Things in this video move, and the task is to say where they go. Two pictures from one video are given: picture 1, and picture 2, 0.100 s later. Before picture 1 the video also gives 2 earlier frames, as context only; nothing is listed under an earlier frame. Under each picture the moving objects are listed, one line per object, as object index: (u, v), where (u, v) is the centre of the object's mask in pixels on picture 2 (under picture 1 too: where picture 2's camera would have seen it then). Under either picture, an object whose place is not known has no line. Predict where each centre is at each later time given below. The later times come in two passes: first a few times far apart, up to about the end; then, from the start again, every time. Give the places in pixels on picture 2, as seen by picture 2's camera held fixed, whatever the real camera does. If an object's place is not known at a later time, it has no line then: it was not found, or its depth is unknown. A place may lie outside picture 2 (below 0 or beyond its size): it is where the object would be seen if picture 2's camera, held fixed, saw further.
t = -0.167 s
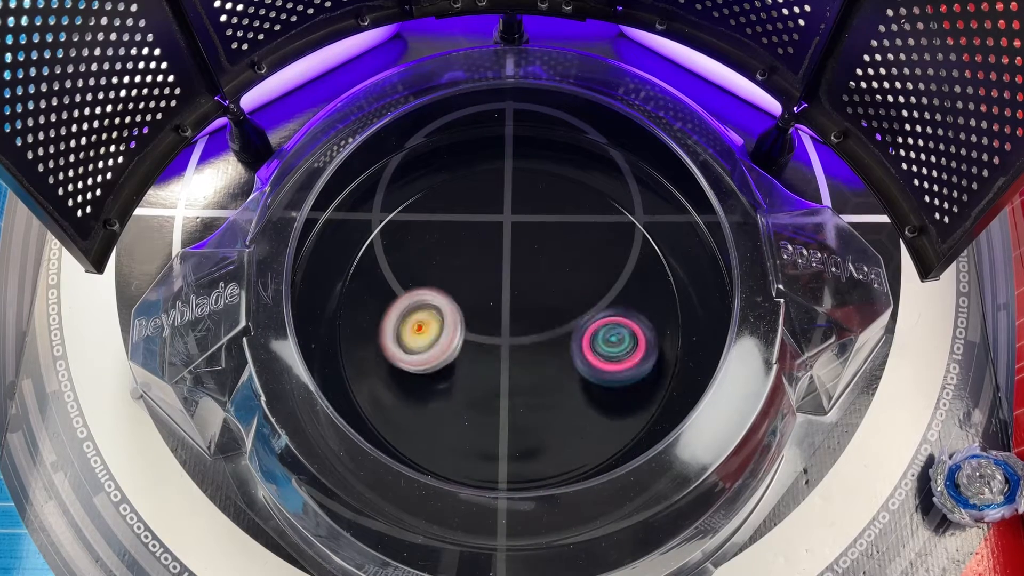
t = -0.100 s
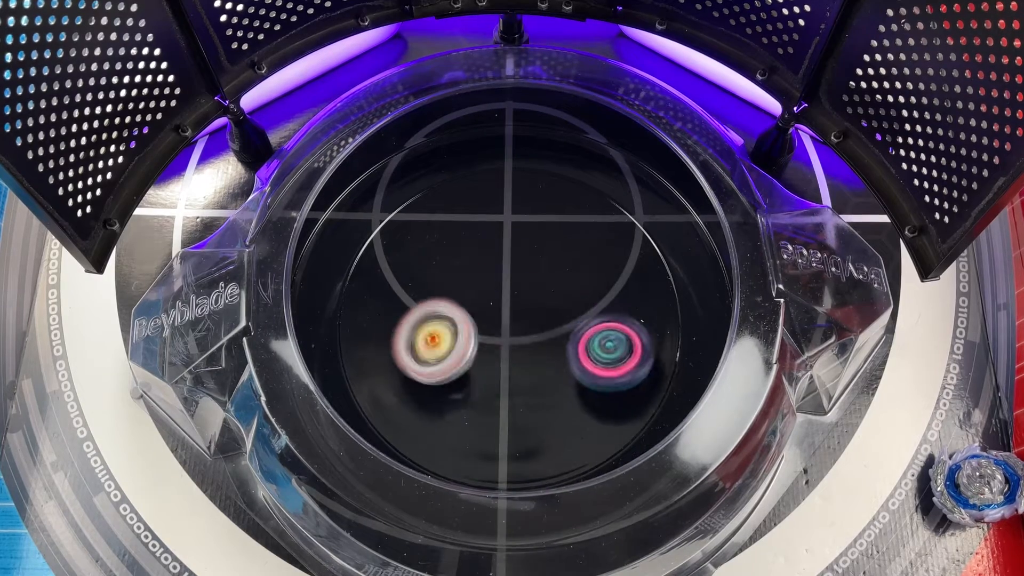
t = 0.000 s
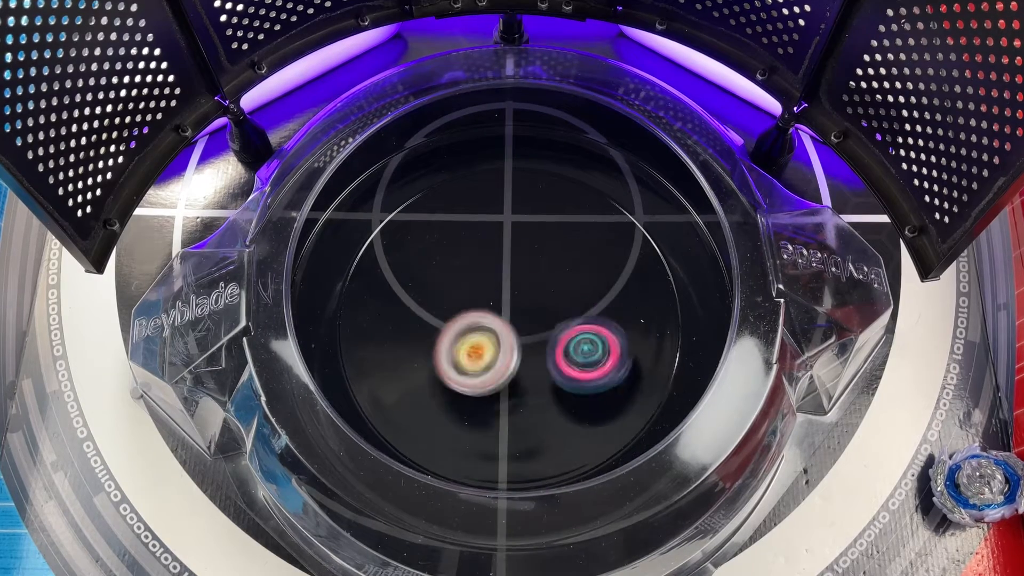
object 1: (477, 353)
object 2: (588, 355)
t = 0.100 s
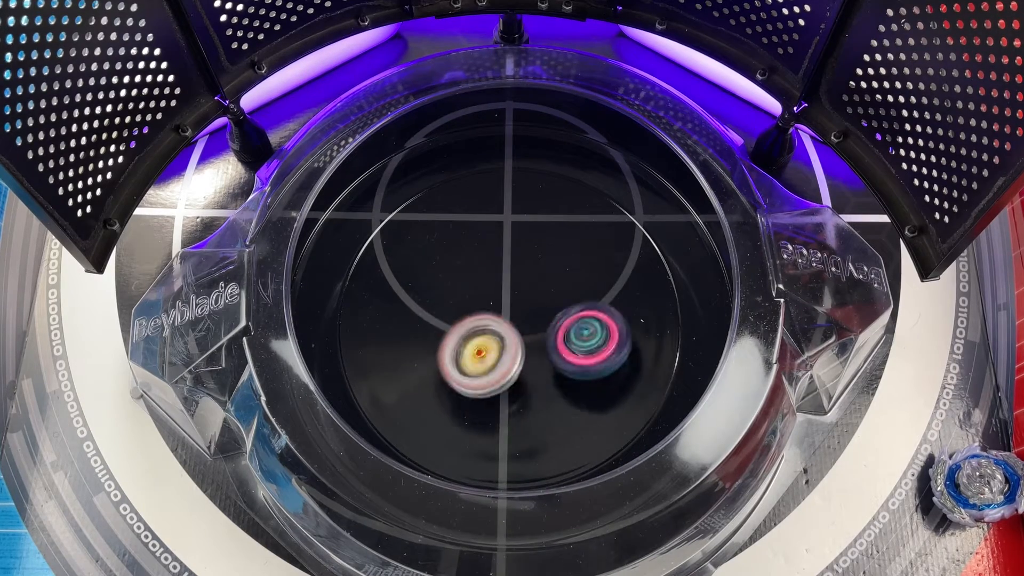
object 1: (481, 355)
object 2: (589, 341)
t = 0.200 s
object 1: (470, 349)
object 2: (584, 325)
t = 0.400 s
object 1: (457, 329)
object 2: (556, 285)
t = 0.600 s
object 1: (450, 332)
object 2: (547, 257)
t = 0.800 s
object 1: (450, 388)
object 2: (559, 205)
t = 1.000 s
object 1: (403, 475)
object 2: (578, 143)
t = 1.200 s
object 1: (394, 455)
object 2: (535, 139)
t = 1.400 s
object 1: (405, 381)
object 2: (482, 140)
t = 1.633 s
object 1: (521, 258)
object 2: (430, 168)
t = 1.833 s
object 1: (582, 210)
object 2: (416, 223)
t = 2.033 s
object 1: (527, 261)
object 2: (485, 321)
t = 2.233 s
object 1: (482, 286)
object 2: (526, 413)
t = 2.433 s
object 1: (473, 317)
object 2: (535, 395)
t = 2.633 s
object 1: (494, 271)
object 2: (539, 371)
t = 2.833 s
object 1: (506, 218)
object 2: (541, 364)
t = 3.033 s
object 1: (493, 172)
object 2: (535, 399)
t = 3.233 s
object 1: (503, 255)
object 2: (503, 355)
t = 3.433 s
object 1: (554, 237)
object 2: (447, 447)
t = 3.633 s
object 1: (562, 278)
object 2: (439, 436)
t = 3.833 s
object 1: (570, 311)
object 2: (411, 374)
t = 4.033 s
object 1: (597, 294)
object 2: (386, 328)
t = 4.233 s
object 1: (530, 339)
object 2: (450, 281)
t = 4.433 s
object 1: (579, 421)
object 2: (423, 170)
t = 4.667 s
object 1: (525, 368)
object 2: (421, 146)
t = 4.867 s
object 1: (486, 262)
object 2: (411, 151)
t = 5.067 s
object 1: (489, 231)
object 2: (409, 164)
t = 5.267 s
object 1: (529, 281)
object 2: (428, 182)
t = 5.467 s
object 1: (551, 361)
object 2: (510, 262)
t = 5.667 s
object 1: (540, 391)
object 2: (558, 317)
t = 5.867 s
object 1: (505, 369)
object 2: (543, 300)
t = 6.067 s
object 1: (482, 339)
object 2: (514, 274)
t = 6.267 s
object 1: (486, 340)
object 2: (496, 272)
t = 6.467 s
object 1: (511, 357)
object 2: (493, 278)
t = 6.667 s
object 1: (526, 357)
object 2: (502, 282)
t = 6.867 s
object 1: (518, 352)
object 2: (510, 278)
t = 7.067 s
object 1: (509, 349)
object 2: (508, 278)
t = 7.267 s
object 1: (523, 353)
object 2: (505, 279)
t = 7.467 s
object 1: (534, 352)
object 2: (506, 282)
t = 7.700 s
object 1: (522, 351)
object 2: (514, 280)
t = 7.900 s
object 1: (509, 358)
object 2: (504, 285)
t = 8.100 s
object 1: (512, 352)
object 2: (505, 289)
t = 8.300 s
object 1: (477, 347)
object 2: (513, 286)
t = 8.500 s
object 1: (476, 345)
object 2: (514, 290)
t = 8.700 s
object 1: (479, 347)
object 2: (514, 289)
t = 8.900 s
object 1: (481, 346)
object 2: (515, 289)
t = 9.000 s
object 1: (481, 346)
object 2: (515, 289)
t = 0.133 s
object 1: (476, 355)
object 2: (590, 335)
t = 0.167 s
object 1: (472, 353)
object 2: (588, 331)
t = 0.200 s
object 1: (470, 349)
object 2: (584, 325)
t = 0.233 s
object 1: (469, 345)
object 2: (579, 320)
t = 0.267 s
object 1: (469, 340)
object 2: (572, 316)
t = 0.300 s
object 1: (470, 334)
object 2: (563, 312)
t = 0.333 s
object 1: (474, 328)
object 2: (553, 308)
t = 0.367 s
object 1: (468, 326)
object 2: (553, 297)
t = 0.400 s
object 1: (457, 329)
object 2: (556, 285)
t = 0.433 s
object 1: (450, 330)
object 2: (558, 275)
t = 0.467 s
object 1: (445, 331)
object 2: (557, 268)
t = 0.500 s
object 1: (442, 332)
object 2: (556, 262)
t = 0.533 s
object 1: (442, 333)
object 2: (554, 259)
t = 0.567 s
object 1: (445, 333)
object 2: (551, 257)
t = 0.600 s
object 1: (450, 332)
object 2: (547, 257)
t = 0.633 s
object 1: (458, 330)
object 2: (542, 258)
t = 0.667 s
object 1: (466, 328)
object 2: (536, 262)
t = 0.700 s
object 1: (477, 325)
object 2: (529, 265)
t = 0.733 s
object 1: (478, 334)
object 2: (531, 260)
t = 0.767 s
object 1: (463, 363)
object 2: (546, 231)
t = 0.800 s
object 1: (450, 388)
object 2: (559, 205)
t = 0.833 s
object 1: (438, 412)
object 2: (568, 186)
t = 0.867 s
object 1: (428, 429)
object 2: (575, 174)
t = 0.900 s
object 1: (420, 443)
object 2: (579, 166)
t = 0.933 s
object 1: (415, 456)
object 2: (580, 158)
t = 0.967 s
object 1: (410, 466)
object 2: (580, 150)
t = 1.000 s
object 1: (403, 475)
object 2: (578, 143)
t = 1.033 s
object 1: (397, 482)
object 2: (574, 137)
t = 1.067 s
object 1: (392, 484)
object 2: (568, 138)
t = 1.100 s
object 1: (392, 479)
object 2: (560, 139)
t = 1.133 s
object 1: (393, 471)
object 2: (552, 140)
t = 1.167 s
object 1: (393, 464)
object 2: (544, 140)
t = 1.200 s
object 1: (394, 455)
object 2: (535, 139)
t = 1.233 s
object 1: (393, 445)
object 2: (526, 139)
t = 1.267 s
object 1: (392, 434)
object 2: (517, 139)
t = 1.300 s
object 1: (391, 423)
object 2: (508, 138)
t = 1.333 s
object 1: (392, 410)
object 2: (499, 138)
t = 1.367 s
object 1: (396, 396)
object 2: (491, 139)
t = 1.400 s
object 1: (405, 381)
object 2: (482, 140)
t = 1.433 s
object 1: (415, 365)
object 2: (473, 143)
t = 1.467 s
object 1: (429, 348)
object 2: (465, 145)
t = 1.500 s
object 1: (445, 330)
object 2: (457, 149)
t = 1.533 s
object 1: (462, 312)
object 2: (450, 153)
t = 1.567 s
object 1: (482, 292)
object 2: (442, 158)
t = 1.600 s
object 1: (501, 275)
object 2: (436, 163)
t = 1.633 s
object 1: (521, 258)
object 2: (430, 168)
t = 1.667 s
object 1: (539, 244)
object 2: (423, 175)
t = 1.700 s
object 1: (555, 232)
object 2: (418, 182)
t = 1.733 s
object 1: (566, 222)
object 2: (413, 189)
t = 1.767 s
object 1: (575, 215)
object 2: (412, 198)
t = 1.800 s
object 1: (581, 211)
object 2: (413, 210)
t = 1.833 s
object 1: (582, 210)
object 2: (416, 223)
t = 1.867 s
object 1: (580, 212)
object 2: (424, 237)
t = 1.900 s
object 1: (575, 216)
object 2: (432, 253)
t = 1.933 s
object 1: (567, 224)
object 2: (443, 269)
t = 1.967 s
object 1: (555, 234)
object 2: (455, 285)
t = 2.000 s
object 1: (542, 247)
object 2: (468, 303)
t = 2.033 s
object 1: (527, 261)
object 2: (485, 321)
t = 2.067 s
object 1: (517, 265)
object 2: (494, 343)
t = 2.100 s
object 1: (511, 269)
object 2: (502, 366)
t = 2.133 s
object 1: (503, 272)
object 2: (509, 385)
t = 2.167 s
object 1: (496, 276)
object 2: (516, 398)
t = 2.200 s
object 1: (488, 281)
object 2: (521, 407)
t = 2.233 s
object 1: (482, 286)
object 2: (526, 413)
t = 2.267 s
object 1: (476, 292)
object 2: (528, 414)
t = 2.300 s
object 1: (472, 298)
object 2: (531, 413)
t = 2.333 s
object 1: (469, 303)
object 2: (532, 411)
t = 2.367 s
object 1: (469, 309)
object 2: (533, 407)
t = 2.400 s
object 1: (470, 313)
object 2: (534, 402)
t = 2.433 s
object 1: (473, 317)
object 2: (535, 395)
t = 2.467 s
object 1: (477, 319)
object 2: (534, 386)
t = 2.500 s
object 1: (480, 314)
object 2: (535, 383)
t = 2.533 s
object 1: (482, 302)
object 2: (537, 383)
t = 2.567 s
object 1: (486, 290)
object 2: (538, 381)
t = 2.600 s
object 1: (490, 280)
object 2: (539, 377)
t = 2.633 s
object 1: (494, 271)
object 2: (539, 371)
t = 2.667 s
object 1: (499, 264)
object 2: (537, 364)
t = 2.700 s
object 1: (504, 260)
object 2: (536, 356)
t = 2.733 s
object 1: (509, 257)
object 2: (534, 348)
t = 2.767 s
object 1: (514, 256)
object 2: (531, 339)
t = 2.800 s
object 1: (510, 241)
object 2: (535, 346)
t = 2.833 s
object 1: (506, 218)
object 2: (541, 364)
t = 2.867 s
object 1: (502, 198)
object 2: (545, 379)
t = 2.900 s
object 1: (498, 184)
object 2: (546, 388)
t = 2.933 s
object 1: (494, 174)
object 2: (546, 396)
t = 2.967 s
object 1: (493, 170)
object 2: (544, 400)
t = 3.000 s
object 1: (492, 169)
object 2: (540, 400)
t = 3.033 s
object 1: (493, 172)
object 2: (535, 399)
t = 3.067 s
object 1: (493, 178)
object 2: (530, 395)
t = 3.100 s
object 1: (494, 187)
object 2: (525, 390)
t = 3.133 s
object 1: (495, 199)
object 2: (519, 383)
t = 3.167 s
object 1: (497, 215)
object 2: (513, 375)
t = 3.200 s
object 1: (499, 233)
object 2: (507, 365)
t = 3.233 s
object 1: (503, 255)
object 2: (503, 355)
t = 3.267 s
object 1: (507, 270)
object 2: (497, 352)
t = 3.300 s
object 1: (518, 258)
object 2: (485, 377)
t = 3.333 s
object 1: (528, 251)
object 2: (473, 402)
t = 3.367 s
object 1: (540, 242)
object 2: (462, 423)
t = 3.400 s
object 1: (549, 237)
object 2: (453, 439)
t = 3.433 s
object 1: (554, 237)
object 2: (447, 447)
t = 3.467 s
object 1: (561, 240)
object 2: (441, 455)
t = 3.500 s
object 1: (567, 242)
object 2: (436, 459)
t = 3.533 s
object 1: (567, 248)
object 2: (435, 457)
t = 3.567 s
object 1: (567, 258)
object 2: (435, 451)
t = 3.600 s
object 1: (567, 269)
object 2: (438, 442)
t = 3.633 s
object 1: (562, 278)
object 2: (439, 436)
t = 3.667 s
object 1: (553, 292)
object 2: (444, 423)
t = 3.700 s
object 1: (545, 308)
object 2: (450, 409)
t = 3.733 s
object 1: (535, 318)
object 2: (458, 394)
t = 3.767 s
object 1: (527, 328)
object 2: (459, 380)
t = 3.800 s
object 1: (550, 320)
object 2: (433, 379)
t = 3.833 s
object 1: (570, 311)
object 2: (411, 374)
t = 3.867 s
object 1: (586, 303)
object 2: (393, 368)
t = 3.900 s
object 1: (597, 298)
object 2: (382, 360)
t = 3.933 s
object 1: (603, 293)
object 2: (376, 352)
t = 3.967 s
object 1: (605, 291)
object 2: (376, 343)
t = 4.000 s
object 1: (603, 292)
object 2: (380, 336)
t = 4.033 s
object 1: (597, 294)
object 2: (386, 328)
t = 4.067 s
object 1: (587, 298)
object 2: (396, 322)
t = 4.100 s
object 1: (576, 303)
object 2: (408, 315)
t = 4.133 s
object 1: (561, 308)
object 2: (422, 309)
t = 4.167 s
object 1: (545, 314)
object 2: (437, 304)
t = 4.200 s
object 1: (527, 319)
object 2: (453, 299)
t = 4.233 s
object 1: (530, 339)
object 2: (450, 281)
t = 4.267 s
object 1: (546, 357)
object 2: (437, 254)
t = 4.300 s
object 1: (560, 381)
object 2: (428, 231)
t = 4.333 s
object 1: (567, 394)
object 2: (421, 210)
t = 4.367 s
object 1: (578, 408)
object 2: (419, 192)
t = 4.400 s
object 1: (577, 419)
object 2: (420, 178)
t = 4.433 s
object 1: (579, 421)
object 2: (423, 170)
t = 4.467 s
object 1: (579, 428)
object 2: (425, 163)
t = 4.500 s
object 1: (571, 422)
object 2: (427, 157)
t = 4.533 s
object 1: (566, 418)
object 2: (427, 153)
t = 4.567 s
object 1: (555, 411)
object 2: (426, 149)
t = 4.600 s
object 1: (547, 396)
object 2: (424, 148)
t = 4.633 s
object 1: (538, 387)
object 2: (423, 147)
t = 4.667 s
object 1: (525, 368)
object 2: (421, 146)
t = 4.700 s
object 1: (517, 351)
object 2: (419, 145)
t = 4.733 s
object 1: (504, 334)
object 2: (418, 146)
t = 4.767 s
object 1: (499, 310)
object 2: (417, 147)
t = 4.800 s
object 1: (493, 296)
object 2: (415, 148)
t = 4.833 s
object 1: (487, 276)
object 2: (413, 150)
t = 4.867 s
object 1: (486, 262)
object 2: (411, 151)
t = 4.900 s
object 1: (479, 253)
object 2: (410, 153)
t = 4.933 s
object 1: (481, 241)
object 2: (409, 154)
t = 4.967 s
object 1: (482, 236)
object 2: (408, 156)
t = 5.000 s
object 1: (481, 231)
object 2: (407, 159)
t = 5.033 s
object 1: (488, 228)
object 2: (408, 162)
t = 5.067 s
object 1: (489, 231)
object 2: (409, 164)
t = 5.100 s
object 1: (495, 233)
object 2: (410, 167)
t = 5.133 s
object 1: (503, 239)
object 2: (412, 170)
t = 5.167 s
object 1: (508, 246)
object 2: (415, 172)
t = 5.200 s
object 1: (516, 256)
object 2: (418, 174)
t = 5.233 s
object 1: (523, 268)
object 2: (421, 178)
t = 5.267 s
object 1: (529, 281)
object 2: (428, 182)
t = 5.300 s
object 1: (535, 296)
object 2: (437, 191)
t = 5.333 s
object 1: (541, 312)
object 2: (449, 202)
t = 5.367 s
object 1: (545, 326)
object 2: (463, 214)
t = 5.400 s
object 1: (548, 340)
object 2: (478, 229)
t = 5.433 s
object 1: (551, 352)
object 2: (494, 245)
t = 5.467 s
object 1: (551, 361)
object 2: (510, 262)
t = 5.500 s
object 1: (551, 366)
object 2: (526, 280)
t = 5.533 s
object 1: (550, 370)
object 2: (540, 297)
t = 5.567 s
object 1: (549, 378)
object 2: (549, 305)
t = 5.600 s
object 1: (548, 385)
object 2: (555, 311)
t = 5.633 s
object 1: (544, 389)
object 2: (557, 315)
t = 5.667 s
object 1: (540, 391)
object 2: (558, 317)
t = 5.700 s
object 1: (536, 391)
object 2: (558, 317)
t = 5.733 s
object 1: (531, 387)
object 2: (557, 317)
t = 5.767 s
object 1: (525, 385)
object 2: (555, 312)
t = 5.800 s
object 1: (519, 382)
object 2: (552, 308)
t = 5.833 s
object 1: (513, 378)
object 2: (547, 303)
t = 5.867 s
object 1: (505, 369)
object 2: (543, 300)
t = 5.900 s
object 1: (501, 358)
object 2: (538, 297)
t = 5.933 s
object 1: (498, 356)
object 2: (533, 291)
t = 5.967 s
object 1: (491, 353)
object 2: (528, 283)
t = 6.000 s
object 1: (484, 348)
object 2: (523, 279)
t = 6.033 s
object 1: (486, 343)
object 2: (520, 274)
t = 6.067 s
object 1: (482, 339)
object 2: (514, 274)
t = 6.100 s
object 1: (484, 334)
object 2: (510, 273)
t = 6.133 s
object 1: (482, 332)
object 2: (507, 272)
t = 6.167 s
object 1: (483, 334)
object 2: (503, 270)
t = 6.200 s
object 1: (482, 337)
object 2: (500, 270)
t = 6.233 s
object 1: (482, 338)
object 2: (499, 271)
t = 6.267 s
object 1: (486, 340)
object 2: (496, 272)
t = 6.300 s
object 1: (487, 346)
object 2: (496, 272)
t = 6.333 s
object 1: (491, 349)
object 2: (495, 274)
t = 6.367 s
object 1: (493, 350)
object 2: (494, 277)
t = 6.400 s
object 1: (499, 351)
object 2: (494, 277)
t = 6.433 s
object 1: (504, 352)
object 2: (495, 280)
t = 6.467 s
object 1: (511, 357)
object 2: (493, 278)
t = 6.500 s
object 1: (517, 361)
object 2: (493, 279)
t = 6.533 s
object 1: (520, 362)
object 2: (494, 280)
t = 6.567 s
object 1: (521, 362)
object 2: (498, 282)
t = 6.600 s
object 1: (523, 358)
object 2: (499, 282)
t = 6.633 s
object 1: (523, 356)
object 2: (503, 285)
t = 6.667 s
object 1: (526, 357)
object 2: (502, 282)
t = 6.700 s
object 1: (523, 361)
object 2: (502, 281)
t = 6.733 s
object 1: (524, 360)
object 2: (504, 280)
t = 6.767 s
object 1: (522, 359)
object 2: (504, 281)
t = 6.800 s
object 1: (523, 357)
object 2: (506, 281)
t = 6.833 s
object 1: (518, 354)
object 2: (509, 280)
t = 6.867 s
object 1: (518, 352)
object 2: (510, 278)
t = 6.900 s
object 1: (516, 350)
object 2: (510, 276)
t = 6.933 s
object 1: (515, 354)
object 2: (509, 274)
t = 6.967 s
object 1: (509, 358)
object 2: (508, 273)
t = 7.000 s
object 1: (509, 354)
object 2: (508, 273)
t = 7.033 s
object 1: (508, 351)
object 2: (508, 275)
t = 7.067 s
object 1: (509, 349)
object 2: (508, 278)
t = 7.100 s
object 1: (511, 348)
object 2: (509, 279)
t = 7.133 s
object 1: (514, 350)
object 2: (509, 279)
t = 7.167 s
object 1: (516, 354)
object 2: (509, 279)
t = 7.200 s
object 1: (516, 353)
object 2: (508, 279)
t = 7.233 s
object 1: (518, 352)
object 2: (507, 280)
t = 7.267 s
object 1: (523, 353)
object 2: (505, 279)
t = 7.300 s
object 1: (525, 360)
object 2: (503, 279)
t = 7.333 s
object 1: (529, 358)
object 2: (502, 279)
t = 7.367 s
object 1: (532, 359)
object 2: (501, 280)
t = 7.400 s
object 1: (535, 355)
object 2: (502, 281)
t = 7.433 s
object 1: (535, 353)
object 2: (504, 283)
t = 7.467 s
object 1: (534, 352)
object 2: (506, 282)
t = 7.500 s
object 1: (536, 355)
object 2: (506, 277)
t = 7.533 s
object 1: (534, 358)
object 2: (504, 274)
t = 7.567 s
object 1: (531, 358)
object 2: (506, 274)
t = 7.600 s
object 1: (530, 354)
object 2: (508, 276)
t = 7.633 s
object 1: (527, 350)
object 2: (510, 277)
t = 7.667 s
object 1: (526, 349)
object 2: (513, 279)
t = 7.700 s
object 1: (522, 351)
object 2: (514, 280)
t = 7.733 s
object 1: (517, 349)
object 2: (513, 280)
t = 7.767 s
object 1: (516, 350)
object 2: (511, 279)
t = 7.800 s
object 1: (514, 354)
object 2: (510, 280)
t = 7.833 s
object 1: (512, 354)
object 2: (507, 282)
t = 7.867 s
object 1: (511, 356)
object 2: (505, 284)
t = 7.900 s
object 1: (509, 358)
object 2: (504, 285)
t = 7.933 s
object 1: (505, 359)
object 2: (505, 286)
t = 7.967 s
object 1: (505, 362)
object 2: (506, 284)
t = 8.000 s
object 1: (507, 363)
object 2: (506, 285)
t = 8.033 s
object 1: (510, 363)
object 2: (507, 286)
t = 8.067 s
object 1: (512, 359)
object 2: (506, 290)
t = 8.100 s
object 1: (512, 352)
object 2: (505, 289)
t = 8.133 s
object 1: (505, 355)
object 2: (508, 288)
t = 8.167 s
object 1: (498, 357)
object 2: (509, 285)
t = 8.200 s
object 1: (492, 356)
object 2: (511, 282)
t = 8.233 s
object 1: (485, 353)
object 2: (513, 283)
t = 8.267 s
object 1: (480, 350)
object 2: (513, 284)
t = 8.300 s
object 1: (477, 347)
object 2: (513, 286)
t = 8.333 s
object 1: (475, 344)
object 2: (513, 288)
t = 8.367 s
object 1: (474, 342)
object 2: (514, 289)
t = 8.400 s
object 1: (474, 342)
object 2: (515, 290)
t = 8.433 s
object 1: (474, 343)
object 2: (514, 289)
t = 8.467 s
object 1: (475, 344)
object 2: (514, 290)
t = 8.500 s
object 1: (476, 345)
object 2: (514, 290)
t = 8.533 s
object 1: (476, 346)
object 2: (515, 290)
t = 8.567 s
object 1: (477, 347)
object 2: (516, 289)
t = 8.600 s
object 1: (478, 347)
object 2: (516, 289)
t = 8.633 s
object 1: (479, 347)
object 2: (516, 289)
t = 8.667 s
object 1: (479, 347)
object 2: (515, 289)
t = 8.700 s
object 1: (479, 347)
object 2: (514, 289)
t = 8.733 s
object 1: (480, 346)
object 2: (514, 289)
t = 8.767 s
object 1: (480, 346)
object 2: (515, 289)
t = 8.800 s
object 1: (480, 346)
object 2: (515, 289)
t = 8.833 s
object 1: (480, 346)
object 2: (515, 289)
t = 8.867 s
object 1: (480, 346)
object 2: (515, 289)
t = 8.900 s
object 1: (481, 346)
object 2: (515, 289)
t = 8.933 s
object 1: (481, 346)
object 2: (515, 289)
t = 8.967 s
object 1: (481, 346)
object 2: (515, 289)
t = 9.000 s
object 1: (481, 346)
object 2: (515, 289)
